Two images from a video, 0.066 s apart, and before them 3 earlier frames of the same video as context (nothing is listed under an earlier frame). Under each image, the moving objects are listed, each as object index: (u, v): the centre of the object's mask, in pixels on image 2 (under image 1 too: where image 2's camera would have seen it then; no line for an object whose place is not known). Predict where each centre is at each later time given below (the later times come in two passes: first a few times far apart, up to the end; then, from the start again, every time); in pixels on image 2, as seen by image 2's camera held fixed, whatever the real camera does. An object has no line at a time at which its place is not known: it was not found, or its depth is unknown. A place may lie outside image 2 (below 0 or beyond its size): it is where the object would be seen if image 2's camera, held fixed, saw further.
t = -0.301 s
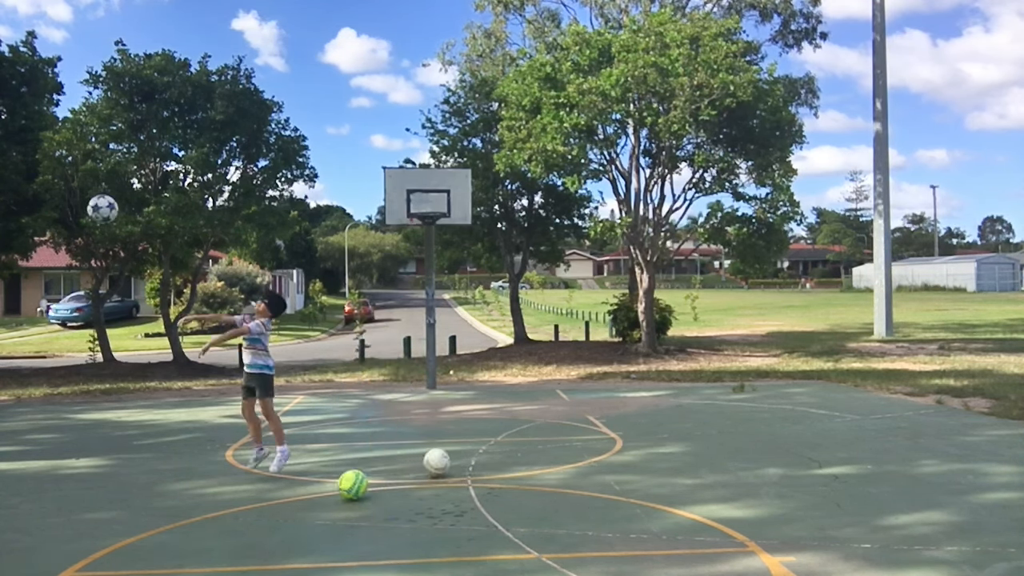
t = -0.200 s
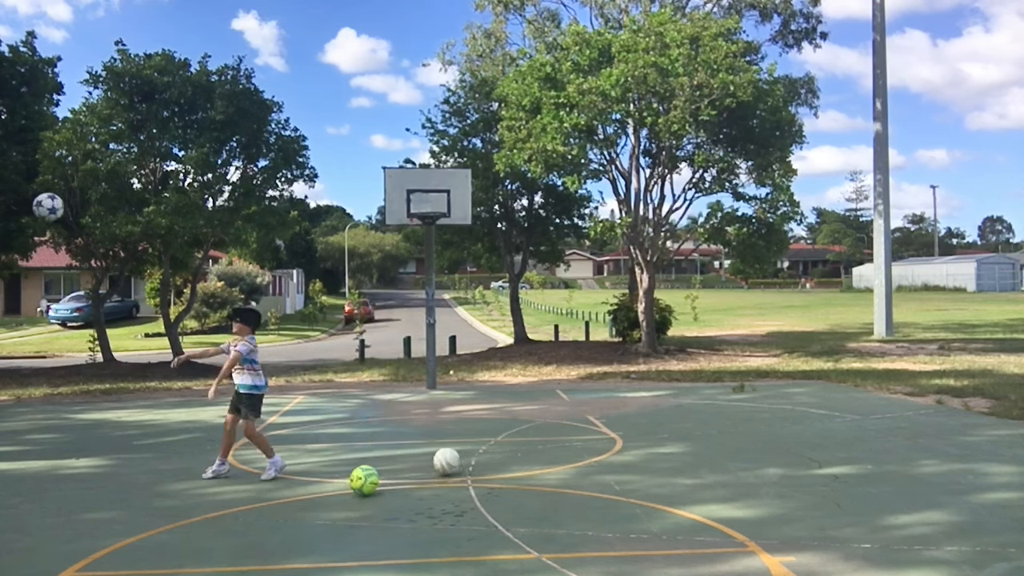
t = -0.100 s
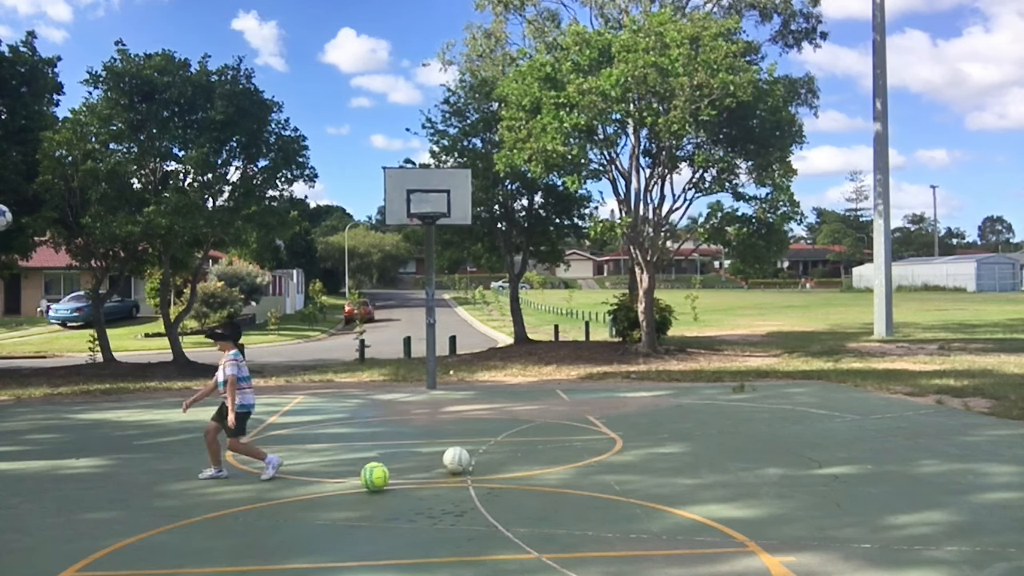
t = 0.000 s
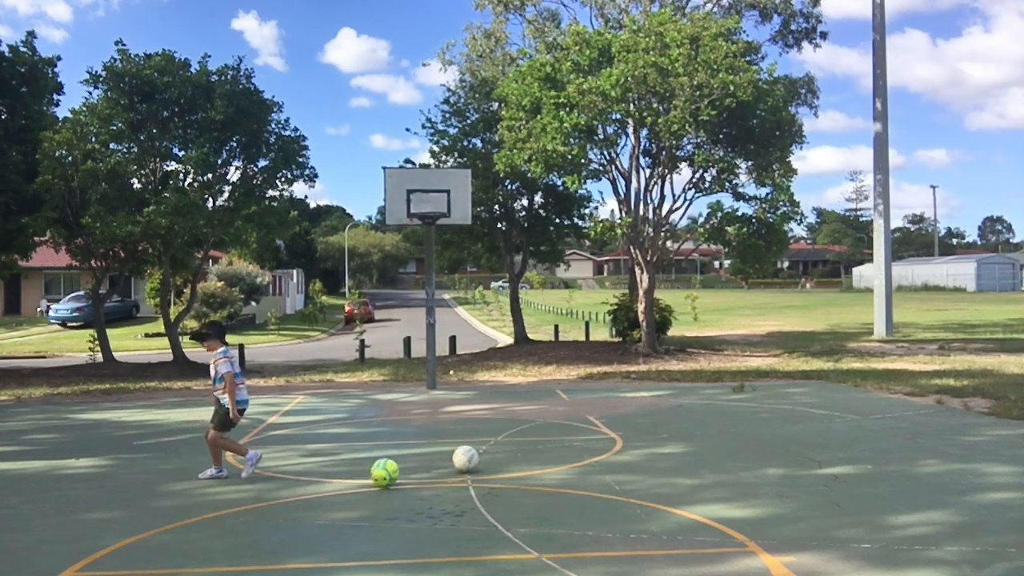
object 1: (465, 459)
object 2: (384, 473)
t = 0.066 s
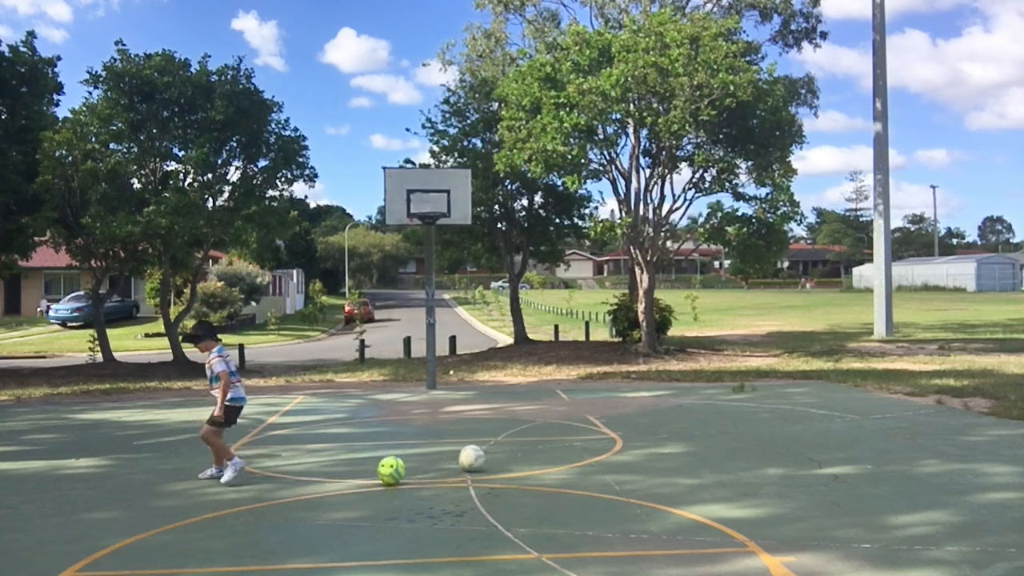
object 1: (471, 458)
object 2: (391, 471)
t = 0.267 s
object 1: (490, 455)
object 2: (409, 465)
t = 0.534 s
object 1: (513, 453)
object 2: (430, 457)
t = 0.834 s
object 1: (538, 449)
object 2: (452, 450)
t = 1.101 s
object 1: (559, 447)
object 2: (469, 444)
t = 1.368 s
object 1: (579, 444)
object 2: (484, 439)
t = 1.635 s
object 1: (598, 442)
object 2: (502, 435)
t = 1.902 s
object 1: (616, 440)
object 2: (519, 431)
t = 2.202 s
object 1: (634, 437)
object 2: (537, 427)
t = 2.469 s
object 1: (650, 435)
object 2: (553, 424)
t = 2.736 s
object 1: (665, 434)
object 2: (567, 422)
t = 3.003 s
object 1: (678, 432)
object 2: (581, 419)
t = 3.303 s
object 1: (691, 430)
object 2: (597, 417)
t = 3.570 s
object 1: (703, 428)
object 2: (609, 415)
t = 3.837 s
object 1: (713, 427)
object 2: (621, 413)
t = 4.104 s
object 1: (722, 425)
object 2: (634, 411)
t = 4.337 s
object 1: (731, 424)
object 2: (644, 410)
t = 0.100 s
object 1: (474, 458)
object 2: (394, 470)
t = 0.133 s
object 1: (477, 458)
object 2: (397, 468)
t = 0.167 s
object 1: (480, 457)
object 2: (400, 467)
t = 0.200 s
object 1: (483, 457)
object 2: (403, 467)
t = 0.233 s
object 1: (486, 456)
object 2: (406, 466)
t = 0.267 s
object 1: (490, 455)
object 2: (409, 465)
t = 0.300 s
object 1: (493, 455)
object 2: (412, 464)
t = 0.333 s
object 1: (496, 455)
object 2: (415, 463)
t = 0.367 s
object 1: (499, 454)
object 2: (418, 462)
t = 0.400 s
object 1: (502, 454)
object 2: (420, 461)
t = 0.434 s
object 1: (504, 453)
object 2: (422, 460)
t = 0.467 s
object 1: (508, 454)
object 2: (425, 459)
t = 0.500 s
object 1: (511, 453)
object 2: (428, 458)
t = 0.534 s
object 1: (513, 453)
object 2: (430, 457)
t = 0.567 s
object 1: (516, 453)
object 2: (433, 456)
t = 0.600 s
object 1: (518, 452)
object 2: (435, 456)
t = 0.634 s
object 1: (521, 451)
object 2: (437, 455)
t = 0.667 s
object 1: (524, 451)
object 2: (440, 454)
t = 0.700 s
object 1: (526, 451)
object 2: (442, 453)
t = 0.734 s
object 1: (530, 451)
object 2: (445, 452)
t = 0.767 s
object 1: (532, 450)
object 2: (447, 451)
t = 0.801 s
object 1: (535, 449)
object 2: (450, 451)
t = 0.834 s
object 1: (538, 449)
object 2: (452, 450)
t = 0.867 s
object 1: (540, 449)
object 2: (454, 449)
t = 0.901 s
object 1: (543, 449)
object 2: (457, 448)
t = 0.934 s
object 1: (545, 449)
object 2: (458, 448)
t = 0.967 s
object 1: (548, 448)
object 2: (460, 447)
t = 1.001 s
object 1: (551, 447)
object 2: (462, 446)
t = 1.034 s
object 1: (554, 447)
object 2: (464, 445)
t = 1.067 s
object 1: (556, 447)
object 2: (466, 445)
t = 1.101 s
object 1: (559, 447)
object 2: (469, 444)
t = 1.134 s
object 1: (562, 446)
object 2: (471, 443)
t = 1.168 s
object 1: (564, 446)
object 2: (473, 443)
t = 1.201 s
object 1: (567, 445)
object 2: (474, 442)
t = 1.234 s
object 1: (569, 445)
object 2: (476, 441)
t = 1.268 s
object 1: (572, 445)
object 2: (478, 441)
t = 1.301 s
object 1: (574, 445)
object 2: (480, 440)
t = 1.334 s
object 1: (576, 445)
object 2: (482, 440)
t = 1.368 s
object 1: (579, 444)
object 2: (484, 439)
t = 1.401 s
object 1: (581, 444)
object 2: (487, 439)
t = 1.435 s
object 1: (583, 444)
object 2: (489, 438)
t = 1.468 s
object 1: (586, 443)
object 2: (491, 438)
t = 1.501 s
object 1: (588, 443)
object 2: (493, 437)
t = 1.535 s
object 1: (590, 443)
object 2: (495, 436)
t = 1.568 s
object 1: (593, 443)
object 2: (498, 436)
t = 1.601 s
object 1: (596, 442)
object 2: (500, 436)
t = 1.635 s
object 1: (598, 442)
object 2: (502, 435)
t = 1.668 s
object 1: (600, 442)
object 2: (504, 434)
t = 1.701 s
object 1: (602, 441)
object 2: (506, 434)
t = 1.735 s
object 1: (604, 441)
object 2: (509, 434)
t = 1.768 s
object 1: (606, 441)
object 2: (511, 433)
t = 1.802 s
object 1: (609, 441)
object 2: (513, 433)
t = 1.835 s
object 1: (611, 441)
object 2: (515, 432)
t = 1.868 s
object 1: (613, 440)
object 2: (517, 432)
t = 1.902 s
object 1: (616, 440)
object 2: (519, 431)
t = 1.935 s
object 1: (618, 440)
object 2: (521, 431)
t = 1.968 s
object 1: (620, 439)
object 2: (523, 430)
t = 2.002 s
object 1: (622, 439)
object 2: (525, 430)
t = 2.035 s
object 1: (624, 438)
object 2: (527, 430)
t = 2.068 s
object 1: (626, 438)
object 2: (529, 429)
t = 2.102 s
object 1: (628, 438)
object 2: (531, 429)
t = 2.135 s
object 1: (631, 438)
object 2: (533, 428)
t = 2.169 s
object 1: (632, 438)
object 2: (535, 427)
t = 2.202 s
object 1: (634, 437)
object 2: (537, 427)
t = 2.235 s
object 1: (637, 437)
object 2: (539, 427)
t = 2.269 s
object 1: (639, 437)
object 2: (540, 427)
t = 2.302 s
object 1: (641, 437)
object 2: (543, 426)
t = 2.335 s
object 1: (643, 437)
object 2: (545, 426)
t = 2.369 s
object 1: (645, 436)
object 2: (547, 426)
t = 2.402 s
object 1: (647, 436)
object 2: (549, 425)
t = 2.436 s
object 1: (648, 436)
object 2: (551, 425)
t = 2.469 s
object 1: (650, 435)
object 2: (553, 424)
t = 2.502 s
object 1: (652, 435)
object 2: (555, 424)
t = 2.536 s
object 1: (654, 435)
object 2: (556, 424)
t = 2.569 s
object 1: (656, 435)
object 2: (558, 424)
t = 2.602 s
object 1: (658, 435)
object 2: (560, 423)
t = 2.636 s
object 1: (659, 434)
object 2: (562, 423)
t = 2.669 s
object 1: (661, 434)
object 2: (563, 423)
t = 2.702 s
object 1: (663, 434)
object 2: (565, 422)
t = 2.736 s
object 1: (665, 434)
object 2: (567, 422)
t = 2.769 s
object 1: (666, 434)
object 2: (568, 421)
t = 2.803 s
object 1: (668, 433)
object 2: (570, 421)
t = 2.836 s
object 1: (669, 433)
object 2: (572, 421)
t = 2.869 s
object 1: (671, 433)
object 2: (574, 421)
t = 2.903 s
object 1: (673, 432)
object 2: (576, 420)
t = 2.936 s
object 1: (674, 432)
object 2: (578, 420)
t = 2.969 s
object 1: (676, 432)
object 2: (579, 420)
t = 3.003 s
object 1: (678, 432)
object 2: (581, 419)
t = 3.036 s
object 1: (679, 431)
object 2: (583, 419)
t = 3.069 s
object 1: (681, 431)
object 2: (585, 419)
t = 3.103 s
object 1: (682, 431)
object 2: (587, 418)
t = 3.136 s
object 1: (684, 431)
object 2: (588, 418)
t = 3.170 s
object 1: (685, 431)
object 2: (590, 418)
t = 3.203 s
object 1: (687, 430)
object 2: (592, 418)
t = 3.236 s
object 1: (688, 431)
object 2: (594, 417)
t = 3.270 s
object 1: (690, 430)
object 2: (595, 417)
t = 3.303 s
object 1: (691, 430)
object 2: (597, 417)
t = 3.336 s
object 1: (693, 430)
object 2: (598, 417)
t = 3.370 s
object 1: (694, 429)
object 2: (600, 416)
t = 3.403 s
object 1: (696, 429)
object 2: (601, 416)
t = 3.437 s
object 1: (697, 429)
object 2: (603, 416)
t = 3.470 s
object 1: (698, 429)
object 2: (604, 415)
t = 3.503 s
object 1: (700, 429)
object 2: (606, 415)
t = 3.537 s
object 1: (701, 428)
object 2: (607, 415)
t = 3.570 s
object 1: (703, 428)
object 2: (609, 415)
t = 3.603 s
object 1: (704, 427)
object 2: (611, 414)
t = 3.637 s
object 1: (706, 428)
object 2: (612, 414)
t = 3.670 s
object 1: (706, 428)
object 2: (614, 414)
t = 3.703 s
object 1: (708, 428)
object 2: (616, 414)
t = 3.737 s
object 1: (709, 428)
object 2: (617, 413)
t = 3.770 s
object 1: (711, 427)
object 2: (618, 413)
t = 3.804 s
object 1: (712, 427)
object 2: (620, 413)
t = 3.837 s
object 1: (713, 427)
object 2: (621, 413)
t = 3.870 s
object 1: (713, 427)
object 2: (623, 412)
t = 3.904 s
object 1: (715, 426)
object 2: (625, 412)
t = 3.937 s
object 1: (716, 426)
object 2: (626, 412)
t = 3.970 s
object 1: (717, 426)
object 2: (628, 412)
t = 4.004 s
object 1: (718, 425)
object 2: (629, 412)
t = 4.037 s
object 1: (720, 425)
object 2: (631, 411)
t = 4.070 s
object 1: (721, 425)
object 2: (633, 411)
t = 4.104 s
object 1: (722, 425)
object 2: (634, 411)
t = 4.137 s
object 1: (723, 425)
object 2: (636, 411)
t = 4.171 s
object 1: (725, 424)
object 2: (637, 411)
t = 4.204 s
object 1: (726, 424)
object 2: (639, 410)
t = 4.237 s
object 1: (727, 424)
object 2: (640, 410)
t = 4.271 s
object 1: (728, 424)
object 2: (641, 410)
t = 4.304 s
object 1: (729, 424)
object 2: (642, 410)
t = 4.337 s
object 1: (731, 424)
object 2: (644, 410)
